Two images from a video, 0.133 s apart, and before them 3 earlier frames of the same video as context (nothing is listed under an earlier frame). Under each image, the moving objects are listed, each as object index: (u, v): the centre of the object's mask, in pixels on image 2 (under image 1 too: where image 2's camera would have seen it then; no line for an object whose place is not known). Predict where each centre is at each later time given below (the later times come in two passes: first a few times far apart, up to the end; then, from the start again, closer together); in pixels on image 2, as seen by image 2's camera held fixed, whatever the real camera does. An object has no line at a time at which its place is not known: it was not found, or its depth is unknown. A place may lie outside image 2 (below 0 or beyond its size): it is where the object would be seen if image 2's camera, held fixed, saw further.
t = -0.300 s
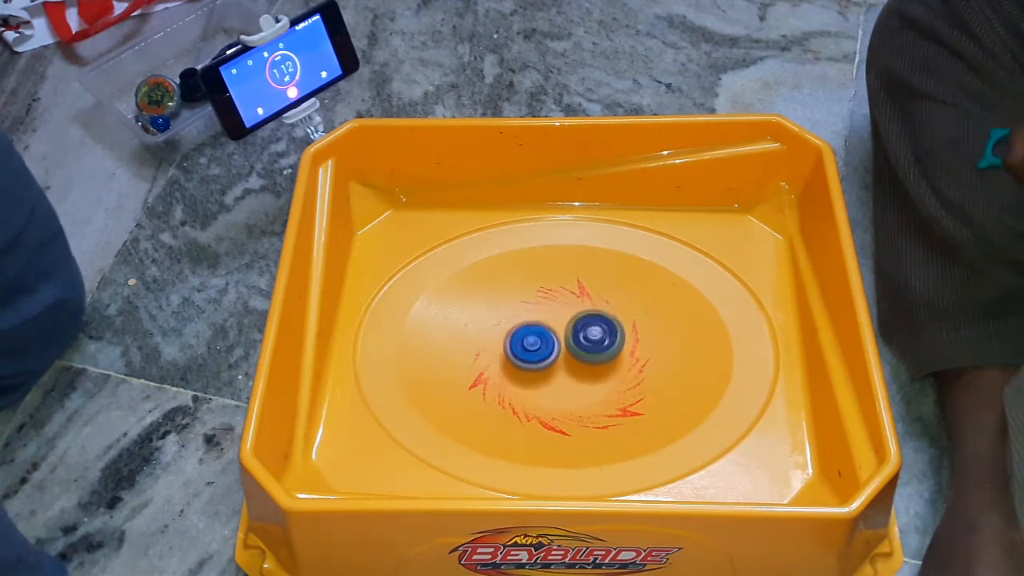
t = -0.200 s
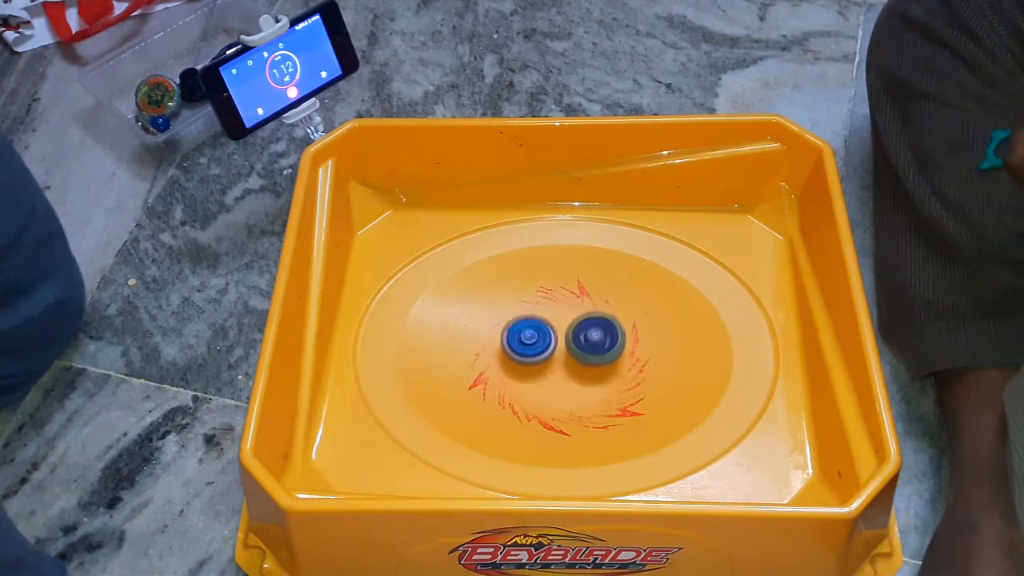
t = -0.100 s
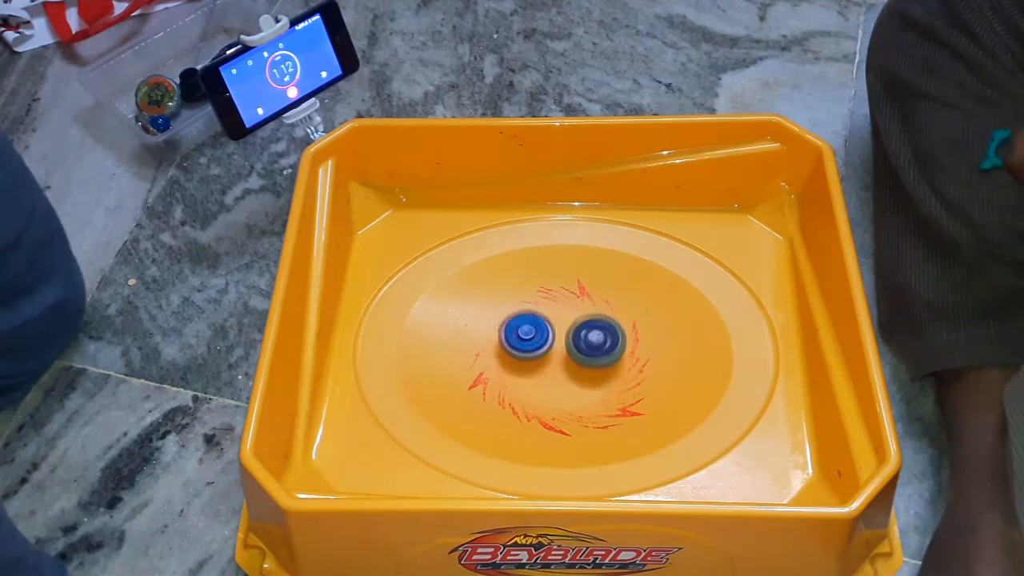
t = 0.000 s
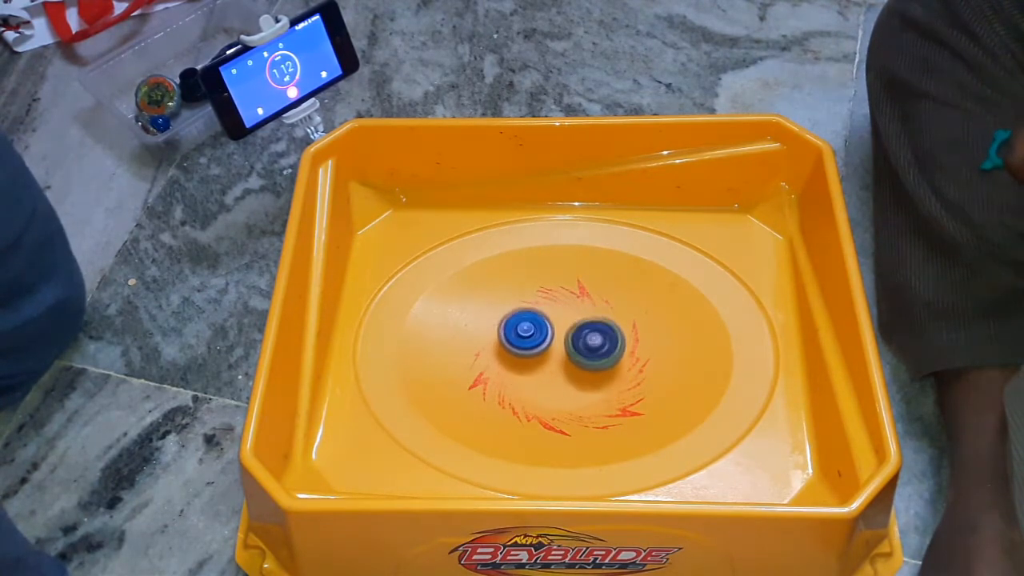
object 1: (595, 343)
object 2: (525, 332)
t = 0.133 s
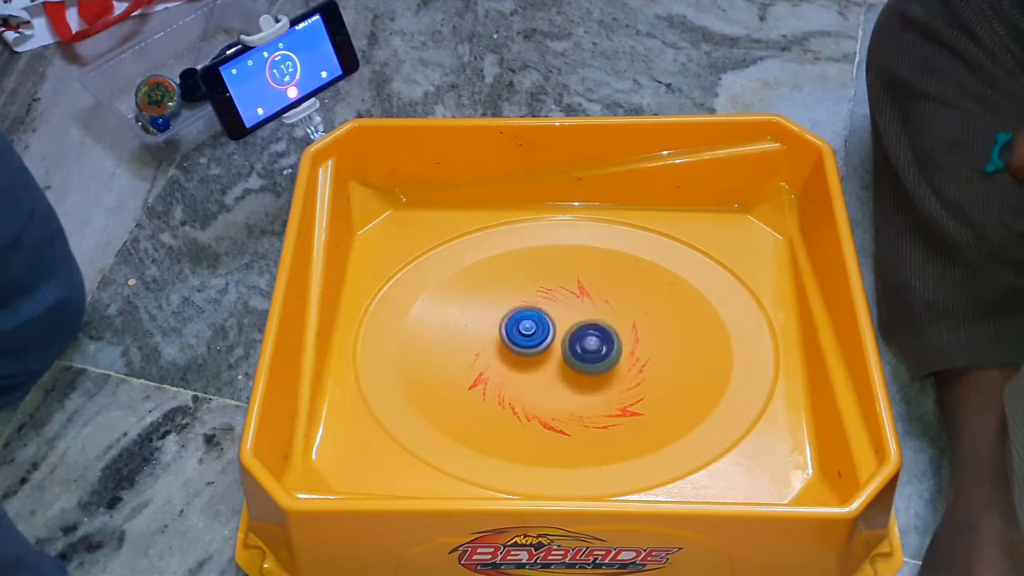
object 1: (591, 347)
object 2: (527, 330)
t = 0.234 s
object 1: (588, 349)
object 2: (531, 329)
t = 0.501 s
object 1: (592, 364)
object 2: (514, 318)
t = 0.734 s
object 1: (592, 371)
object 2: (519, 331)
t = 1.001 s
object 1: (587, 371)
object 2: (549, 329)
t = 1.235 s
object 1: (589, 380)
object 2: (558, 310)
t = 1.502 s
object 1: (586, 379)
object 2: (559, 307)
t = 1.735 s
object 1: (578, 369)
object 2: (576, 313)
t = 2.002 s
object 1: (559, 368)
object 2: (588, 306)
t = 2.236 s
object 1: (546, 369)
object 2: (587, 318)
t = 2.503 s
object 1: (541, 362)
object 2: (596, 338)
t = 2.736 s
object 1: (537, 353)
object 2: (610, 351)
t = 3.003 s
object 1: (540, 339)
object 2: (615, 353)
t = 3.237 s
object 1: (545, 329)
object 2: (603, 361)
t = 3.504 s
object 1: (555, 324)
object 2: (586, 371)
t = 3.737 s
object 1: (557, 308)
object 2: (572, 382)
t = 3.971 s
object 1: (554, 305)
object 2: (562, 387)
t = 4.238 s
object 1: (564, 316)
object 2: (553, 385)
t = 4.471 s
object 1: (576, 327)
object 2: (545, 374)
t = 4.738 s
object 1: (598, 328)
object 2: (533, 375)
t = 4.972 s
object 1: (608, 331)
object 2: (530, 368)
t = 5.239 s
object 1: (610, 336)
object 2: (533, 356)
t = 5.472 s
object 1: (604, 344)
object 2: (541, 344)
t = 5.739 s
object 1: (597, 354)
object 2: (532, 328)
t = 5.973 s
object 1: (587, 366)
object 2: (529, 317)
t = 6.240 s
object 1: (576, 369)
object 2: (538, 312)
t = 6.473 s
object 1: (561, 366)
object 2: (549, 313)
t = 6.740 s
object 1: (543, 369)
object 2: (567, 311)
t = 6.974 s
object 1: (536, 365)
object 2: (580, 316)
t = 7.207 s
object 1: (538, 354)
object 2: (591, 326)
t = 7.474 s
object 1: (542, 345)
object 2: (604, 337)
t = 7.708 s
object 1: (542, 342)
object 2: (607, 347)
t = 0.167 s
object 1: (590, 348)
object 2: (528, 330)
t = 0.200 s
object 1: (590, 349)
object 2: (529, 329)
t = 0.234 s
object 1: (588, 349)
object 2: (531, 329)
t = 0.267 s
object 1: (587, 350)
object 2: (532, 328)
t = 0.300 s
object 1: (587, 351)
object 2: (532, 328)
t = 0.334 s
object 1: (588, 354)
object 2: (528, 324)
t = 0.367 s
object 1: (588, 356)
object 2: (525, 321)
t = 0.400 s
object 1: (590, 359)
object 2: (523, 319)
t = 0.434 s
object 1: (591, 360)
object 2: (519, 318)
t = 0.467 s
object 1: (590, 361)
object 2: (516, 317)
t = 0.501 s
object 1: (592, 364)
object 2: (514, 318)
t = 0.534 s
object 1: (592, 365)
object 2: (511, 320)
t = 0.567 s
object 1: (593, 366)
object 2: (510, 322)
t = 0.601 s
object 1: (593, 368)
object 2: (510, 325)
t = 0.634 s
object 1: (593, 369)
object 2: (511, 327)
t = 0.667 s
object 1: (593, 369)
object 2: (513, 330)
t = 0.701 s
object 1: (592, 370)
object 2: (516, 331)
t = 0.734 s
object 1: (592, 371)
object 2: (519, 331)
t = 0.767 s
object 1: (592, 371)
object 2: (523, 331)
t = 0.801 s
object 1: (591, 371)
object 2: (526, 331)
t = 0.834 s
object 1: (591, 371)
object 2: (530, 331)
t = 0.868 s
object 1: (590, 371)
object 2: (534, 331)
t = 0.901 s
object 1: (589, 371)
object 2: (538, 331)
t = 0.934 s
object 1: (588, 371)
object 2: (542, 331)
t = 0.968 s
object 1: (588, 370)
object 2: (546, 330)
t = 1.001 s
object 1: (587, 371)
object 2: (549, 329)
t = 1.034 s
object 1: (587, 372)
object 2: (550, 325)
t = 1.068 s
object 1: (588, 374)
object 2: (551, 322)
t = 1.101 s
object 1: (588, 376)
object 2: (553, 319)
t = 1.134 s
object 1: (589, 377)
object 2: (554, 317)
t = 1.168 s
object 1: (589, 378)
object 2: (555, 314)
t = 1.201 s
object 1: (589, 379)
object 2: (557, 312)
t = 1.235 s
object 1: (589, 380)
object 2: (558, 310)
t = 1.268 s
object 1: (589, 380)
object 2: (560, 308)
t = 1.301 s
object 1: (589, 380)
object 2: (561, 306)
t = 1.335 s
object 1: (589, 381)
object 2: (562, 304)
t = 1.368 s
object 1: (589, 380)
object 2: (562, 304)
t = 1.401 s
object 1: (588, 381)
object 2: (559, 304)
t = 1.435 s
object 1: (588, 380)
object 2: (558, 305)
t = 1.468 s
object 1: (588, 379)
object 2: (557, 306)
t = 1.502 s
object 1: (586, 379)
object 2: (559, 307)
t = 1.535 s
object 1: (586, 378)
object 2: (561, 307)
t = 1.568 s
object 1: (586, 377)
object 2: (563, 309)
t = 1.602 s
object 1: (584, 375)
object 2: (566, 309)
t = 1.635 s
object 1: (583, 374)
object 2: (568, 310)
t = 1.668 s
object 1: (582, 373)
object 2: (571, 311)
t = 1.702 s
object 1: (581, 371)
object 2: (574, 312)
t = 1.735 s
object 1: (578, 369)
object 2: (576, 313)
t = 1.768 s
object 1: (576, 367)
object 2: (578, 315)
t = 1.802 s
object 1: (574, 366)
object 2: (581, 315)
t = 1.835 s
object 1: (572, 365)
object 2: (584, 315)
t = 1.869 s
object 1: (569, 366)
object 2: (589, 313)
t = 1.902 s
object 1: (566, 367)
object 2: (591, 310)
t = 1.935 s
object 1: (563, 366)
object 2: (591, 309)
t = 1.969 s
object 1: (561, 368)
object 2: (590, 307)
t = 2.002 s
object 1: (559, 368)
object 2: (588, 306)
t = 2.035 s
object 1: (556, 368)
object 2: (586, 306)
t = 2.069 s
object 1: (554, 369)
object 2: (583, 307)
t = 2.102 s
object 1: (552, 370)
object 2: (582, 309)
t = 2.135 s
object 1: (550, 370)
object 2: (582, 311)
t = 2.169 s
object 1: (549, 371)
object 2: (584, 313)
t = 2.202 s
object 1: (547, 370)
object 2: (585, 315)
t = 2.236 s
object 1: (546, 369)
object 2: (587, 318)
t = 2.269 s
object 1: (544, 369)
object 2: (588, 320)
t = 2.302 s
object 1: (544, 368)
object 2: (589, 323)
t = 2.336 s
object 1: (543, 368)
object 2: (590, 325)
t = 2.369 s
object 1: (542, 367)
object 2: (591, 328)
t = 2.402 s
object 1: (542, 366)
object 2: (592, 330)
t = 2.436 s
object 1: (541, 365)
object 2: (594, 333)
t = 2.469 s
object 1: (541, 364)
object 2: (595, 335)
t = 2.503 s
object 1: (541, 362)
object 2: (596, 338)
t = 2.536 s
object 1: (540, 361)
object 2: (597, 340)
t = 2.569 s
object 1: (540, 360)
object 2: (598, 343)
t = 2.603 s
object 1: (541, 358)
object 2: (599, 345)
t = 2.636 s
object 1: (540, 356)
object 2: (603, 347)
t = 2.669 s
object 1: (538, 355)
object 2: (605, 349)
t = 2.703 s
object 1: (537, 353)
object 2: (608, 350)
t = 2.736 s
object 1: (537, 353)
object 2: (610, 351)
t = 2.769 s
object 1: (537, 351)
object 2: (612, 353)
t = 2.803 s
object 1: (537, 350)
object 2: (614, 354)
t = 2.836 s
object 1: (537, 348)
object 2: (617, 356)
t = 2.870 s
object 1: (538, 346)
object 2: (617, 355)
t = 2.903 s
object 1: (538, 345)
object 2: (618, 354)
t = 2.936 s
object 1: (539, 343)
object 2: (618, 353)
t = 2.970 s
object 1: (540, 341)
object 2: (617, 352)
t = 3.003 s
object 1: (540, 339)
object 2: (615, 353)
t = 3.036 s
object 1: (541, 337)
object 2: (614, 354)
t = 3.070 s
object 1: (540, 336)
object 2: (612, 355)
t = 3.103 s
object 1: (541, 334)
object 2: (610, 356)
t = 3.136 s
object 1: (541, 332)
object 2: (608, 358)
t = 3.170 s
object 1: (542, 332)
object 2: (607, 359)
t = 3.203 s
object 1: (543, 331)
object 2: (604, 361)
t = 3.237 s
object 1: (545, 329)
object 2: (603, 361)
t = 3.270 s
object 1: (546, 329)
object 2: (601, 363)
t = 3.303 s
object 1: (546, 328)
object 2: (599, 364)
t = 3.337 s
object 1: (547, 327)
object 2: (597, 365)
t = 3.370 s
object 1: (548, 326)
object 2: (594, 366)
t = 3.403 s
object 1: (550, 326)
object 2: (593, 368)
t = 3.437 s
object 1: (552, 326)
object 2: (590, 369)
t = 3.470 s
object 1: (553, 325)
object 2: (588, 370)
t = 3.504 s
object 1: (555, 324)
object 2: (586, 371)
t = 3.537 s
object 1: (556, 321)
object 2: (584, 373)
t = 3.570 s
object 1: (555, 320)
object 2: (582, 375)
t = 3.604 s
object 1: (556, 316)
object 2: (580, 377)
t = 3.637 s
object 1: (556, 314)
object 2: (578, 378)
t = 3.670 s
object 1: (557, 312)
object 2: (576, 380)
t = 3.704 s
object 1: (557, 310)
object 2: (574, 381)
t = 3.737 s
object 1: (557, 308)
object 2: (572, 382)
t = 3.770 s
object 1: (557, 306)
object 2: (571, 383)
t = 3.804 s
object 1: (557, 305)
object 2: (569, 384)
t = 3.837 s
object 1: (556, 303)
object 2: (568, 385)
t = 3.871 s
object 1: (556, 304)
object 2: (566, 386)
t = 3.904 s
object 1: (555, 303)
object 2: (565, 386)
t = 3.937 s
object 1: (554, 304)
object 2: (563, 387)
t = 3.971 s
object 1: (554, 305)
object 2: (562, 387)
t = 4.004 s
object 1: (555, 306)
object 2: (561, 388)
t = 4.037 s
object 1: (556, 306)
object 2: (559, 388)
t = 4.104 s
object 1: (560, 309)
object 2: (557, 387)
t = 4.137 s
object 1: (561, 310)
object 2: (556, 387)
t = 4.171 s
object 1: (562, 312)
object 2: (555, 386)
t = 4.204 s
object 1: (563, 313)
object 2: (554, 385)
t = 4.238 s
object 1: (564, 316)
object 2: (553, 385)
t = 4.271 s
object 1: (565, 317)
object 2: (552, 383)
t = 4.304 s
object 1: (567, 319)
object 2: (551, 382)
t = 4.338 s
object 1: (568, 321)
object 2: (550, 381)
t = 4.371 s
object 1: (570, 322)
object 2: (549, 379)
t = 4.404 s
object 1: (572, 324)
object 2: (548, 378)
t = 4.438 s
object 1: (573, 325)
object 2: (547, 376)
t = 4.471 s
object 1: (576, 327)
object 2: (545, 374)
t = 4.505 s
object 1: (580, 327)
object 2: (542, 376)
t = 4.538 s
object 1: (582, 328)
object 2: (540, 376)
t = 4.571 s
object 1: (585, 327)
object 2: (539, 376)
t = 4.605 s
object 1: (588, 328)
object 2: (537, 376)
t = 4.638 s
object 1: (591, 328)
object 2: (536, 376)
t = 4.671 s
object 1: (593, 328)
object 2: (535, 376)
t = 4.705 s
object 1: (595, 328)
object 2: (533, 375)
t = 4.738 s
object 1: (598, 328)
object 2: (533, 375)
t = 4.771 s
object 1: (600, 329)
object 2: (532, 374)
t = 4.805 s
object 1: (602, 329)
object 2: (531, 373)
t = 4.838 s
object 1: (604, 329)
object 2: (531, 373)
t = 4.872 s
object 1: (604, 330)
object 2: (530, 372)
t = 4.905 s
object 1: (605, 330)
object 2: (530, 370)
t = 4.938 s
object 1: (607, 330)
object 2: (530, 370)
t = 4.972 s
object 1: (608, 331)
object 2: (530, 368)
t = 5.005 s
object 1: (609, 332)
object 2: (530, 367)
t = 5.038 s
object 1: (609, 333)
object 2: (530, 366)
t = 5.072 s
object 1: (611, 333)
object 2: (531, 364)
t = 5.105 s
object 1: (610, 334)
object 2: (531, 363)
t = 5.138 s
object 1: (611, 334)
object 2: (532, 361)
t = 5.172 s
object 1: (611, 335)
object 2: (532, 359)
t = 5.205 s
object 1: (611, 336)
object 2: (533, 358)
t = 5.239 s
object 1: (610, 336)
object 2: (533, 356)
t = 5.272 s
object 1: (610, 338)
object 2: (535, 354)
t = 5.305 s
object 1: (610, 338)
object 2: (535, 353)
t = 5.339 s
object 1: (609, 340)
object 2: (536, 350)
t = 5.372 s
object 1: (608, 340)
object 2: (537, 349)
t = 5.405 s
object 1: (608, 341)
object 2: (538, 347)
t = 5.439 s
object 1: (606, 342)
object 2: (539, 345)
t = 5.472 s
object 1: (604, 344)
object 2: (541, 344)
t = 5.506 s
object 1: (602, 344)
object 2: (541, 342)
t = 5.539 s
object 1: (603, 346)
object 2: (540, 339)
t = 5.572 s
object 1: (602, 347)
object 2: (539, 337)
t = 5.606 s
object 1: (602, 348)
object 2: (537, 335)
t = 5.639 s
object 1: (602, 351)
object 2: (535, 333)
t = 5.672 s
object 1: (601, 352)
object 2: (534, 332)
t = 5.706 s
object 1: (599, 354)
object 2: (532, 329)
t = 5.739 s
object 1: (597, 354)
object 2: (532, 328)
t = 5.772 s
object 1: (596, 356)
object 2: (531, 326)
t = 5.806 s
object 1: (594, 358)
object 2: (530, 324)
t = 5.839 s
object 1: (592, 360)
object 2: (530, 323)
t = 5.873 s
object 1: (591, 361)
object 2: (530, 322)
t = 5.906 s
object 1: (590, 363)
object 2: (529, 319)
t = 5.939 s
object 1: (588, 365)
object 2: (530, 318)
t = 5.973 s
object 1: (587, 366)
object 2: (529, 317)
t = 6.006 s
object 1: (586, 367)
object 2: (530, 316)
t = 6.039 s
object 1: (585, 367)
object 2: (531, 315)
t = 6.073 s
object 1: (584, 369)
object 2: (531, 314)
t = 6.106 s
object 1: (582, 369)
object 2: (533, 313)
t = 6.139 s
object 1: (581, 369)
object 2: (534, 313)
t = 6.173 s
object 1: (579, 370)
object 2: (534, 313)
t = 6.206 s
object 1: (578, 370)
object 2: (536, 312)
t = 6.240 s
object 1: (576, 369)
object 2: (538, 312)
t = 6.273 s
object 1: (574, 368)
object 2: (539, 312)
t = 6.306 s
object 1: (572, 368)
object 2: (541, 311)
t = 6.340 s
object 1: (569, 367)
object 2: (543, 312)
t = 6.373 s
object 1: (567, 367)
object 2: (544, 312)
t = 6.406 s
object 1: (564, 367)
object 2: (545, 312)
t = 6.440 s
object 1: (562, 365)
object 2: (548, 312)
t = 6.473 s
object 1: (561, 366)
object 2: (549, 313)
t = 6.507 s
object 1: (558, 364)
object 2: (551, 313)
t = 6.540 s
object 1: (556, 364)
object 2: (553, 314)
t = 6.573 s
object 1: (553, 366)
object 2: (555, 312)
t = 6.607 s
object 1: (550, 366)
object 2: (558, 311)
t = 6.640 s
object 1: (549, 367)
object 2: (560, 312)
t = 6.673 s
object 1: (547, 369)
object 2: (562, 311)
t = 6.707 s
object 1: (544, 369)
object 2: (564, 311)
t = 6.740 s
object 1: (543, 369)
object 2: (567, 311)
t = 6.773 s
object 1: (543, 369)
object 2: (569, 312)
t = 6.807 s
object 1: (541, 370)
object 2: (570, 312)
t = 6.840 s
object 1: (538, 369)
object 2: (572, 312)
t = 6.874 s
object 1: (538, 367)
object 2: (575, 313)
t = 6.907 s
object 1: (539, 367)
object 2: (576, 315)
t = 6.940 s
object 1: (538, 367)
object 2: (578, 315)
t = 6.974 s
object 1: (536, 365)
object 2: (580, 316)
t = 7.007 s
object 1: (536, 362)
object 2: (580, 318)
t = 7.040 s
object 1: (538, 361)
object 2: (581, 318)
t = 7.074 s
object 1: (538, 360)
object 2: (583, 320)
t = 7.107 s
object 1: (537, 358)
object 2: (584, 322)
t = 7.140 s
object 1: (538, 356)
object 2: (584, 324)
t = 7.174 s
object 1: (539, 355)
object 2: (586, 325)
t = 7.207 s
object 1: (538, 354)
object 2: (591, 326)
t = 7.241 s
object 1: (538, 352)
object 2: (592, 327)
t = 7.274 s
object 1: (539, 351)
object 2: (592, 327)
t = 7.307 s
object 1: (540, 351)
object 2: (595, 328)
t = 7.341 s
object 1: (539, 350)
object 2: (597, 330)
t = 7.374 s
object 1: (540, 349)
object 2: (597, 332)
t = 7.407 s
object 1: (542, 347)
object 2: (599, 332)
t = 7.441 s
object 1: (542, 346)
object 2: (603, 334)
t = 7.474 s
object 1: (542, 345)
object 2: (604, 337)
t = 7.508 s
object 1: (541, 345)
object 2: (604, 337)
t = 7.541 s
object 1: (541, 344)
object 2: (605, 338)
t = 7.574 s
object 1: (541, 343)
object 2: (607, 341)
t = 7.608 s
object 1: (541, 343)
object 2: (606, 343)
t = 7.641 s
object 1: (541, 343)
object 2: (606, 344)
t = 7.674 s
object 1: (541, 342)
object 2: (607, 344)
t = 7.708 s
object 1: (542, 342)
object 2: (607, 347)
